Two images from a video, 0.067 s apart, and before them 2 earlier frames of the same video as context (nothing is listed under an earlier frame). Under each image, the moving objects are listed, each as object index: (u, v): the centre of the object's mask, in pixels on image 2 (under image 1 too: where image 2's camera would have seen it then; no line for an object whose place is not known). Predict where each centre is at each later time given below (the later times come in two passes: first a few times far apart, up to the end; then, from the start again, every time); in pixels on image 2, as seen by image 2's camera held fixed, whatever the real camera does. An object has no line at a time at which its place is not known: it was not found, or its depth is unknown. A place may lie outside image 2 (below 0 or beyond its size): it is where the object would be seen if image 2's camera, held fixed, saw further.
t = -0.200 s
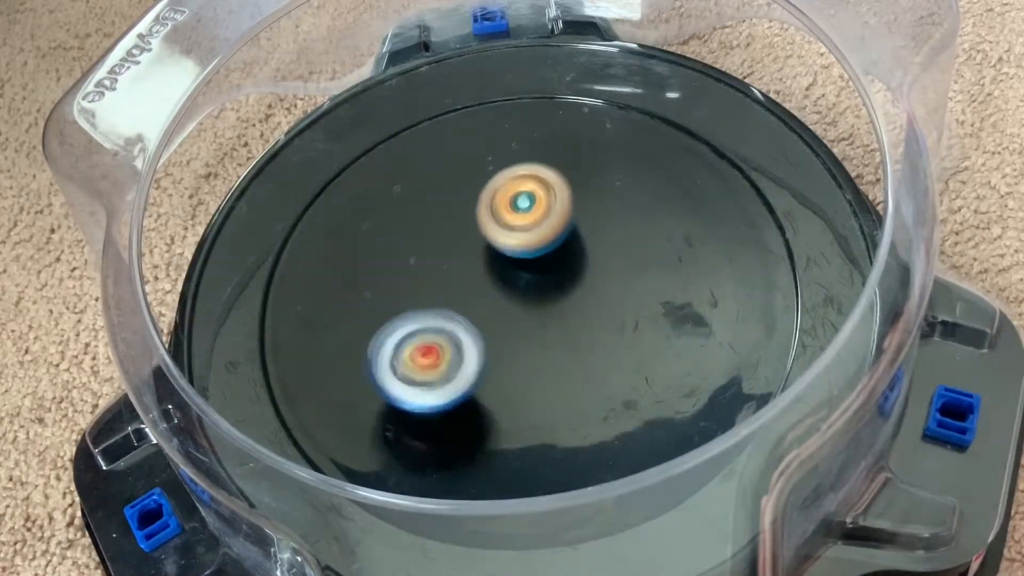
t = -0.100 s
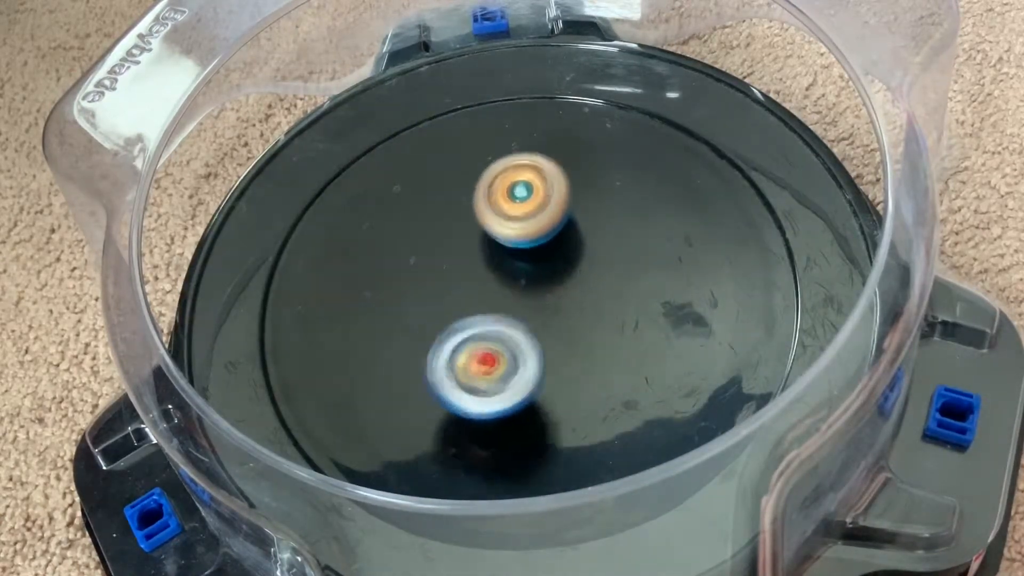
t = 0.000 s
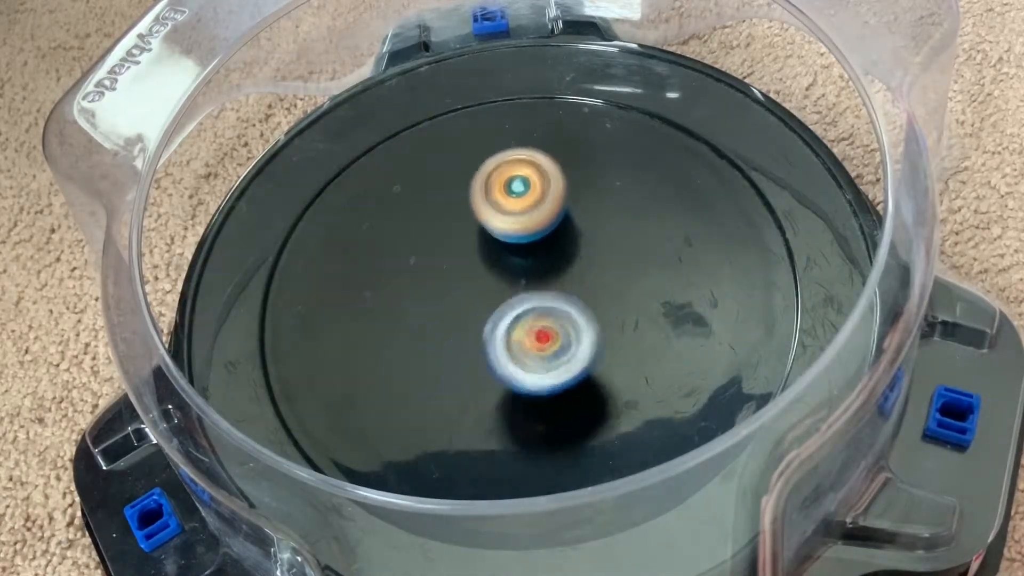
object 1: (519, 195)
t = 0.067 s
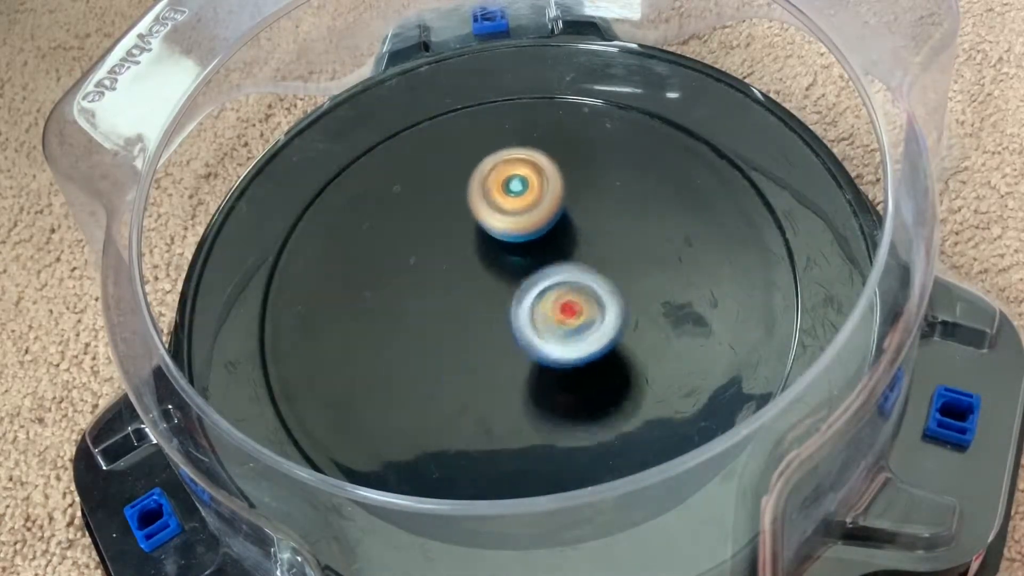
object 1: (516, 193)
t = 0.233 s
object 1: (508, 200)
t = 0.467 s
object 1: (471, 223)
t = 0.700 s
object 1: (462, 274)
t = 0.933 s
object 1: (429, 332)
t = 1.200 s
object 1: (450, 360)
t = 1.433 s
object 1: (490, 385)
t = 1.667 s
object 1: (530, 376)
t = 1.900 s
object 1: (570, 333)
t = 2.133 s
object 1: (608, 270)
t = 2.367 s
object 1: (610, 223)
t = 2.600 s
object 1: (572, 198)
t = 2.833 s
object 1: (519, 184)
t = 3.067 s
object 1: (478, 217)
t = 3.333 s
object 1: (441, 275)
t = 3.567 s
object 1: (453, 329)
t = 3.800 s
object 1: (501, 362)
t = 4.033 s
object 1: (566, 364)
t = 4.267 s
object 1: (609, 325)
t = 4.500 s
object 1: (625, 268)
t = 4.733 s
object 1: (590, 227)
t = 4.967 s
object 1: (540, 198)
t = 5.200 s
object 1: (495, 207)
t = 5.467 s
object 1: (464, 268)
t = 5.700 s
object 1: (453, 322)
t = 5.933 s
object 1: (501, 350)
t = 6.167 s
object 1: (564, 341)
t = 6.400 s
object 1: (599, 298)
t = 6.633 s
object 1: (587, 247)
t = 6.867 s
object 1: (540, 223)
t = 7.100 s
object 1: (477, 221)
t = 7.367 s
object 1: (448, 272)
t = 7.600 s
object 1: (459, 324)
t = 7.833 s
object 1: (510, 347)
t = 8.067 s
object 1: (566, 335)
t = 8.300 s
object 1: (589, 290)
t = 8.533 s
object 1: (567, 249)
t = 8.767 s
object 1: (518, 230)
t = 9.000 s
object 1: (475, 252)
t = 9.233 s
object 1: (465, 297)
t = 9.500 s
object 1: (473, 308)
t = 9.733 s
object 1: (514, 303)
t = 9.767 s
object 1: (517, 302)
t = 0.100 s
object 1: (516, 194)
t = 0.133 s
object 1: (515, 195)
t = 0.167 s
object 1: (514, 197)
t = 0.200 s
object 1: (512, 198)
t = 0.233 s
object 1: (508, 200)
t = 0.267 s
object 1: (496, 198)
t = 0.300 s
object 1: (489, 200)
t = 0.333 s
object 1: (484, 203)
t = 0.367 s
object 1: (480, 207)
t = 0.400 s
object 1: (477, 212)
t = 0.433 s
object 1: (474, 217)
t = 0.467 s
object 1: (471, 223)
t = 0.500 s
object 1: (469, 229)
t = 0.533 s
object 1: (467, 236)
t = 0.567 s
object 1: (465, 243)
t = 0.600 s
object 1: (464, 250)
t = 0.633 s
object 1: (463, 258)
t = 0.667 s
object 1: (462, 266)
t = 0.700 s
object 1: (462, 274)
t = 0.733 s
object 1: (461, 282)
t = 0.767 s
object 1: (460, 291)
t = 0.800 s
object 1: (447, 302)
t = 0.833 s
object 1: (437, 312)
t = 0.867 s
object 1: (433, 320)
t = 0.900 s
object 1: (430, 326)
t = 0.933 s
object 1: (429, 332)
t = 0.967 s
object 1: (428, 337)
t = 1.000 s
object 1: (429, 341)
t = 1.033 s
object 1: (431, 345)
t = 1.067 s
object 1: (433, 349)
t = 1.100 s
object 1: (436, 352)
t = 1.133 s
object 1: (440, 355)
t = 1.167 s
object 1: (445, 357)
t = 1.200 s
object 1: (450, 360)
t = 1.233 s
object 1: (457, 361)
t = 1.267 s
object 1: (464, 363)
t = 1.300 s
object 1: (471, 363)
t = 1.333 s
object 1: (480, 364)
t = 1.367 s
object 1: (489, 364)
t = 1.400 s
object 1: (489, 375)
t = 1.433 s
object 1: (490, 385)
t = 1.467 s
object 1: (494, 389)
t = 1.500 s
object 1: (499, 391)
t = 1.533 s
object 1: (505, 390)
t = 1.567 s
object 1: (511, 388)
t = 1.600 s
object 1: (517, 385)
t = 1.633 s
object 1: (524, 381)
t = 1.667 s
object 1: (530, 376)
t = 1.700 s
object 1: (537, 371)
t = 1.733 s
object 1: (542, 366)
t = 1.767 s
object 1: (549, 360)
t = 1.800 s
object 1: (554, 354)
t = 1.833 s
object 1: (560, 348)
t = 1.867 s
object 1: (565, 341)
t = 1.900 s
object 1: (570, 333)
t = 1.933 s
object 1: (574, 326)
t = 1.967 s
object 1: (577, 318)
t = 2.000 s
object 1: (581, 310)
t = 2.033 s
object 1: (585, 302)
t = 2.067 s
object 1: (591, 293)
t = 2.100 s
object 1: (601, 281)
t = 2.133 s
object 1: (608, 270)
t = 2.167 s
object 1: (612, 260)
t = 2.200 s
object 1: (614, 252)
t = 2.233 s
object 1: (615, 245)
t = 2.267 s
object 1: (615, 238)
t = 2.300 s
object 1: (614, 233)
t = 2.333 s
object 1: (612, 228)
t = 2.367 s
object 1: (610, 223)
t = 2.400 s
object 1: (606, 219)
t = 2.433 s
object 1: (602, 215)
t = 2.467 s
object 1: (598, 211)
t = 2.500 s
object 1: (592, 207)
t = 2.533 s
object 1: (586, 204)
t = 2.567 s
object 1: (580, 202)
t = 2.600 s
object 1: (572, 198)
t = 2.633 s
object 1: (565, 194)
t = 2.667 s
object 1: (556, 187)
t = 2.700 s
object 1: (548, 184)
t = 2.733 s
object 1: (541, 183)
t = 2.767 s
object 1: (533, 182)
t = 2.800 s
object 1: (526, 183)
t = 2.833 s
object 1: (519, 184)
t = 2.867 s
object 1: (511, 186)
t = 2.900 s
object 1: (505, 188)
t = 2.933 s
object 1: (500, 192)
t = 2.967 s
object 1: (494, 197)
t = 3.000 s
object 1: (489, 203)
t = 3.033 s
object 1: (483, 210)
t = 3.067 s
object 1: (478, 217)
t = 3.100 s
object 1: (473, 225)
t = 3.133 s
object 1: (469, 234)
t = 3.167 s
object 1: (465, 242)
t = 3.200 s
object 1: (460, 250)
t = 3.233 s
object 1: (455, 258)
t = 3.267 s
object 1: (449, 263)
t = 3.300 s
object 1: (444, 268)
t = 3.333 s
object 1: (441, 275)
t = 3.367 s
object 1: (440, 283)
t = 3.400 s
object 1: (440, 291)
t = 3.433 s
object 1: (441, 299)
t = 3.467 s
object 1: (442, 307)
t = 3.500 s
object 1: (445, 315)
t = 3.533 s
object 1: (449, 322)
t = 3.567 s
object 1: (453, 329)
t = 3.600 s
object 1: (457, 336)
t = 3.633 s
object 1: (462, 342)
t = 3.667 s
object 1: (469, 347)
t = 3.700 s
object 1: (476, 352)
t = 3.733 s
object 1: (484, 356)
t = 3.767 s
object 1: (493, 359)
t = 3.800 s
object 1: (501, 362)
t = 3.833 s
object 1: (510, 364)
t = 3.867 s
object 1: (518, 365)
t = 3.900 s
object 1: (527, 366)
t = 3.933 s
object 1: (538, 366)
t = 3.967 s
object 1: (548, 367)
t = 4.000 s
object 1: (558, 366)
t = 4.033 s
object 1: (566, 364)
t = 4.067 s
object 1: (575, 361)
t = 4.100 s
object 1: (583, 356)
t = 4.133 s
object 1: (589, 351)
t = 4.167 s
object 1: (595, 346)
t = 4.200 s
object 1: (600, 339)
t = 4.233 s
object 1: (605, 332)
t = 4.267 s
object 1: (609, 325)
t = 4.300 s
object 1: (615, 317)
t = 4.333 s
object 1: (622, 307)
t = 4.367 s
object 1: (626, 299)
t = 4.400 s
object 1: (627, 290)
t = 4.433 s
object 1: (627, 282)
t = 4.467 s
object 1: (627, 275)
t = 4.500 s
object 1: (625, 268)
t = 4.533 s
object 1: (622, 260)
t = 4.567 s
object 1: (618, 254)
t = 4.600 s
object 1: (614, 247)
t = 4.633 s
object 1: (609, 241)
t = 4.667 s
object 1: (603, 236)
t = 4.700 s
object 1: (597, 231)
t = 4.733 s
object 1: (590, 227)
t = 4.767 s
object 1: (582, 223)
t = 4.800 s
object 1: (574, 220)
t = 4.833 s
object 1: (565, 217)
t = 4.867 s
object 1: (557, 215)
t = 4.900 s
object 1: (549, 213)
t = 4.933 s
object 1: (544, 206)
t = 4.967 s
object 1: (540, 198)
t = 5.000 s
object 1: (535, 194)
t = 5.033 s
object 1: (528, 193)
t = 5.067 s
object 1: (520, 194)
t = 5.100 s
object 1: (514, 195)
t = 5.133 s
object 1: (507, 198)
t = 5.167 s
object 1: (501, 202)
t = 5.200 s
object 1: (495, 207)
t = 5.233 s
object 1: (489, 213)
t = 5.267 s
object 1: (484, 219)
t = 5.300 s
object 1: (479, 226)
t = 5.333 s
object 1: (475, 234)
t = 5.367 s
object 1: (471, 242)
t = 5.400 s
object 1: (468, 251)
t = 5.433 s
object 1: (465, 259)
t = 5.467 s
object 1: (464, 268)
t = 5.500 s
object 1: (463, 277)
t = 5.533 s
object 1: (462, 286)
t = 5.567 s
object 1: (463, 295)
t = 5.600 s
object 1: (457, 302)
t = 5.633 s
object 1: (451, 309)
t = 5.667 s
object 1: (450, 315)
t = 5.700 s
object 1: (453, 322)
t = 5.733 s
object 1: (457, 328)
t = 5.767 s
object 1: (462, 333)
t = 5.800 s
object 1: (469, 337)
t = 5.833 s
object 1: (476, 342)
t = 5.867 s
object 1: (484, 345)
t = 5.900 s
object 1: (492, 348)
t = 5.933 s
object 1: (501, 350)
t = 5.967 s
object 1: (511, 352)
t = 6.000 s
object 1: (520, 352)
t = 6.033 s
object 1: (529, 352)
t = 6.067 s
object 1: (538, 351)
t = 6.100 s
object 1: (547, 349)
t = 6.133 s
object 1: (556, 345)
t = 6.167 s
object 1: (564, 341)
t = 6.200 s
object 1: (571, 337)
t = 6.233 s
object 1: (578, 332)
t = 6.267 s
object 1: (584, 326)
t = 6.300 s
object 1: (589, 320)
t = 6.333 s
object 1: (594, 313)
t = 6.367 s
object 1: (597, 306)
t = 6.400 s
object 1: (599, 298)
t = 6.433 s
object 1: (600, 290)
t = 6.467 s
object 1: (600, 282)
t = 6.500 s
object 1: (599, 274)
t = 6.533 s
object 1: (597, 267)
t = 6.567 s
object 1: (594, 260)
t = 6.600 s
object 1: (591, 253)
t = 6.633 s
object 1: (587, 247)
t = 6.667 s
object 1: (582, 242)
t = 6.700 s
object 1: (576, 237)
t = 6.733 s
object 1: (570, 233)
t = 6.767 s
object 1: (563, 230)
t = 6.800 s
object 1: (556, 227)
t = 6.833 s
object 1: (548, 225)
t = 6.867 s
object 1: (540, 223)
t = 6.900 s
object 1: (532, 222)
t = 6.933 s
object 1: (523, 221)
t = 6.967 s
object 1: (515, 220)
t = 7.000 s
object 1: (505, 219)
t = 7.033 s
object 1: (494, 218)
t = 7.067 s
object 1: (485, 219)
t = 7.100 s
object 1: (477, 221)
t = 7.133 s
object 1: (470, 225)
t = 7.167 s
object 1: (464, 229)
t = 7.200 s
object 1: (459, 235)
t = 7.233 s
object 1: (455, 240)
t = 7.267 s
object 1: (452, 248)
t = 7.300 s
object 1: (450, 256)
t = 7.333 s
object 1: (449, 264)
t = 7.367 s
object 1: (448, 272)
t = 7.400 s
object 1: (448, 279)
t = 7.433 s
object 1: (447, 287)
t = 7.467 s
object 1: (446, 295)
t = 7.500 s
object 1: (447, 304)
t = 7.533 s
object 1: (449, 312)
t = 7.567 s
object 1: (454, 318)
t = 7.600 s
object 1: (459, 324)
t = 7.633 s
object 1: (466, 329)
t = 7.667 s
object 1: (474, 333)
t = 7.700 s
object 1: (481, 337)
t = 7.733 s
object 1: (485, 342)
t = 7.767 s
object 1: (492, 345)
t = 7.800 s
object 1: (501, 346)
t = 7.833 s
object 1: (510, 347)
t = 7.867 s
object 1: (519, 346)
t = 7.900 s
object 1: (529, 345)
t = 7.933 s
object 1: (537, 343)
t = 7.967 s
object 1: (545, 339)
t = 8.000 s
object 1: (553, 336)
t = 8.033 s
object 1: (559, 337)
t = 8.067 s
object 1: (566, 335)
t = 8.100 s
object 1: (572, 331)
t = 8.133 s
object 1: (576, 325)
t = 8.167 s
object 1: (580, 318)
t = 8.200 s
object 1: (583, 310)
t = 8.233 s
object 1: (583, 303)
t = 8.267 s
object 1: (584, 296)
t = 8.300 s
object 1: (589, 290)
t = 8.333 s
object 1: (591, 284)
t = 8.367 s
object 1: (590, 277)
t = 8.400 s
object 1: (586, 270)
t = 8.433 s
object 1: (583, 264)
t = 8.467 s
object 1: (579, 258)
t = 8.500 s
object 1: (573, 253)
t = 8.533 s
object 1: (567, 249)
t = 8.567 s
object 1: (560, 245)
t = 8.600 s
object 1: (554, 242)
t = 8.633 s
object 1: (547, 239)
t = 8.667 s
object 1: (540, 237)
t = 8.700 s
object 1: (533, 234)
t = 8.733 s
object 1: (525, 233)
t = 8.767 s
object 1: (518, 230)
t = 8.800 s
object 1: (511, 230)
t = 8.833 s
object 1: (504, 233)
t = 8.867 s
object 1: (497, 235)
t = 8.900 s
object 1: (491, 238)
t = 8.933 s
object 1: (485, 242)
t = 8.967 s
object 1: (480, 247)
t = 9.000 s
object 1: (475, 252)
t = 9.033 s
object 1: (471, 258)
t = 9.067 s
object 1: (469, 265)
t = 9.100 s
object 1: (467, 271)
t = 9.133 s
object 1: (466, 278)
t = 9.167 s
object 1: (465, 284)
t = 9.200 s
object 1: (465, 291)
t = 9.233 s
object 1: (465, 297)
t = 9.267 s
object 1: (458, 296)
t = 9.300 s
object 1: (451, 295)
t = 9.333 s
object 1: (450, 297)
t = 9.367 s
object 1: (451, 299)
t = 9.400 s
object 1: (456, 302)
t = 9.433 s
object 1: (462, 305)
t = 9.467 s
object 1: (467, 307)
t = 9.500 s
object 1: (473, 308)
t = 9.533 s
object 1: (480, 309)
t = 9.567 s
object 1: (487, 309)
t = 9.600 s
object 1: (494, 309)
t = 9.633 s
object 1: (502, 308)
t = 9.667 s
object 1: (509, 306)
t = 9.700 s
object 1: (512, 305)
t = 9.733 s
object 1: (514, 303)
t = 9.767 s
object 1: (517, 302)
